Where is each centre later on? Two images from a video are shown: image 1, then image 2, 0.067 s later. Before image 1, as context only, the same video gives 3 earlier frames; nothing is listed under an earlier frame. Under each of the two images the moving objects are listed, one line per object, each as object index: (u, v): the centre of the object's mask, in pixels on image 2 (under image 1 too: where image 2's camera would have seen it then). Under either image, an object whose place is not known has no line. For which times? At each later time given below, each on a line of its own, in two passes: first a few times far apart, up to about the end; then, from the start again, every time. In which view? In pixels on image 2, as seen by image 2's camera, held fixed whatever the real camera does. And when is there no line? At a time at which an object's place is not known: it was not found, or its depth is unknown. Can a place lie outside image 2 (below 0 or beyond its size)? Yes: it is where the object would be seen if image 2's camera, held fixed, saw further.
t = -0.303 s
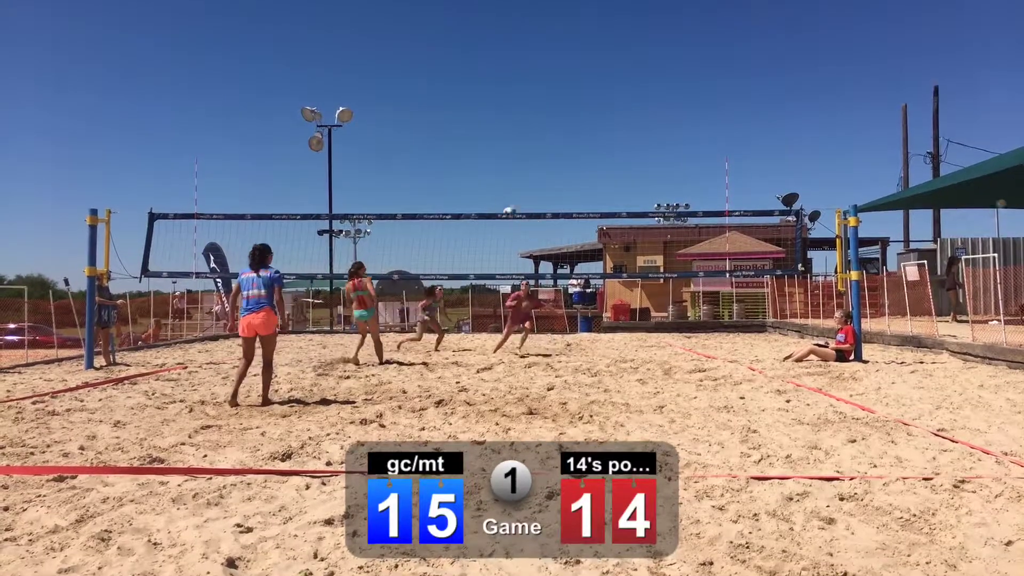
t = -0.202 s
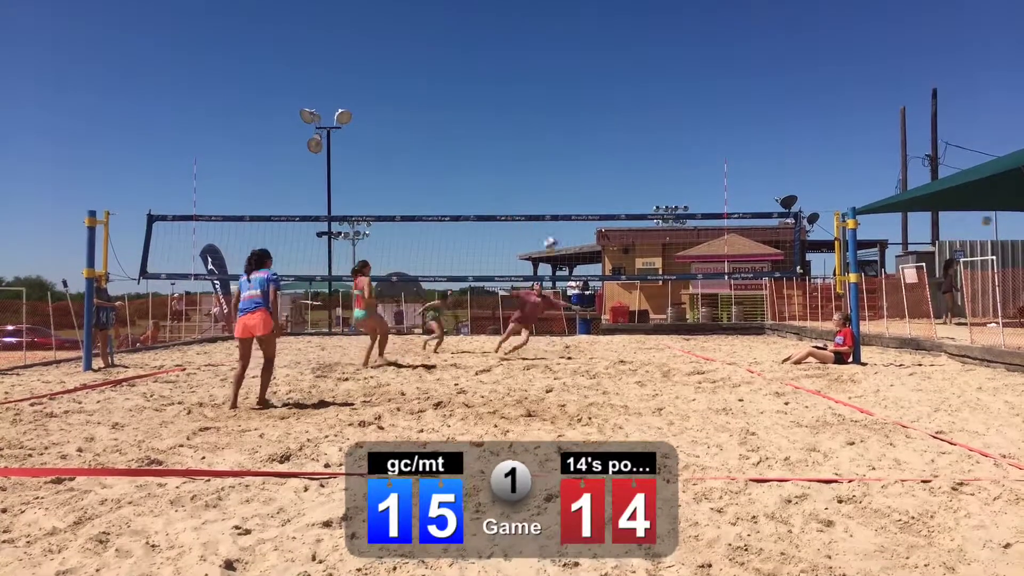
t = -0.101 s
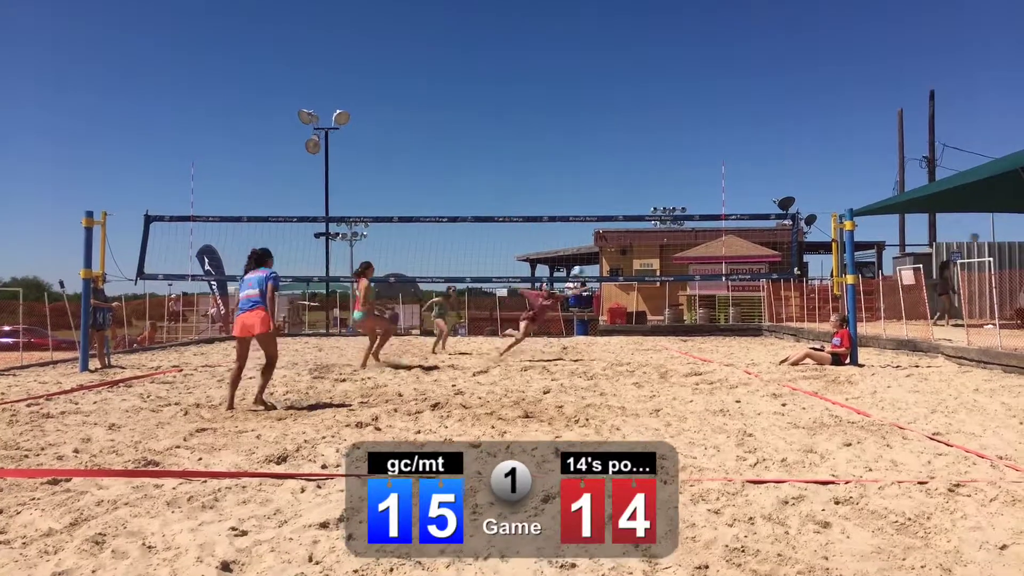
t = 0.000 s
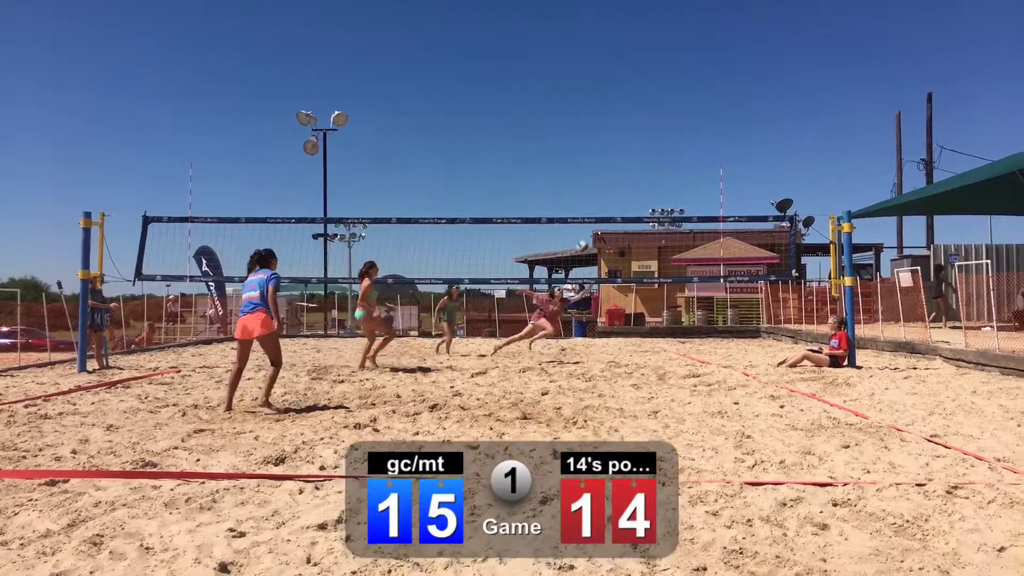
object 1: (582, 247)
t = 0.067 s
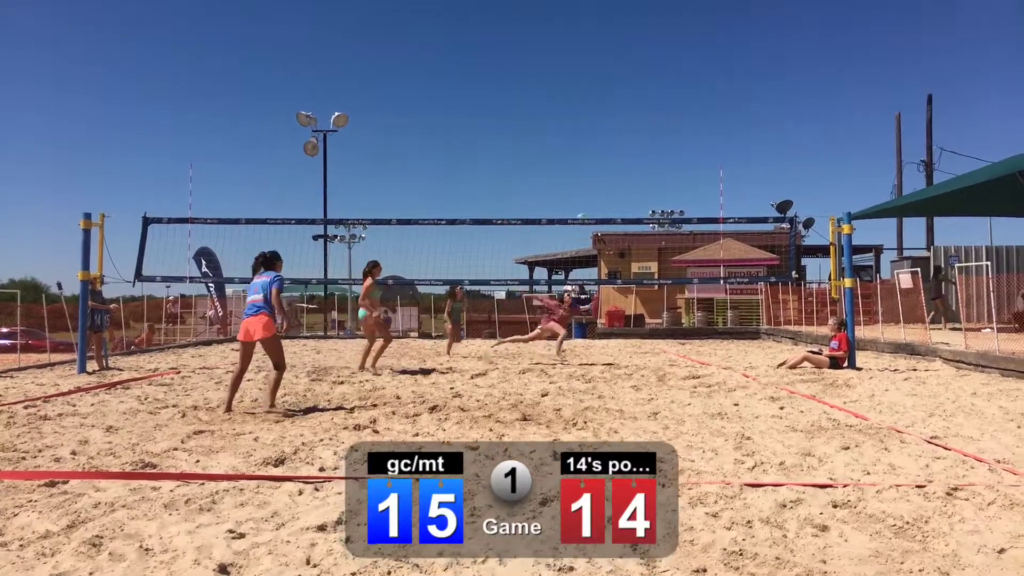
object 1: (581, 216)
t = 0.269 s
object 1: (580, 147)
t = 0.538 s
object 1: (579, 81)
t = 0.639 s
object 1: (578, 67)
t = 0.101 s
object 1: (583, 206)
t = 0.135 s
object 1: (582, 194)
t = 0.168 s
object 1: (581, 181)
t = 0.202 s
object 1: (581, 169)
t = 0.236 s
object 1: (580, 158)
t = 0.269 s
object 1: (580, 147)
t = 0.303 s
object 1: (579, 136)
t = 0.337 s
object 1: (580, 127)
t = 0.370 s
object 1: (579, 117)
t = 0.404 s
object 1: (580, 109)
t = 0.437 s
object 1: (580, 102)
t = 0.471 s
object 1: (580, 95)
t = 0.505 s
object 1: (580, 87)
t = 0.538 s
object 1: (579, 81)
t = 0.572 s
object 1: (579, 76)
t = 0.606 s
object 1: (578, 71)
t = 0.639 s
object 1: (578, 67)
